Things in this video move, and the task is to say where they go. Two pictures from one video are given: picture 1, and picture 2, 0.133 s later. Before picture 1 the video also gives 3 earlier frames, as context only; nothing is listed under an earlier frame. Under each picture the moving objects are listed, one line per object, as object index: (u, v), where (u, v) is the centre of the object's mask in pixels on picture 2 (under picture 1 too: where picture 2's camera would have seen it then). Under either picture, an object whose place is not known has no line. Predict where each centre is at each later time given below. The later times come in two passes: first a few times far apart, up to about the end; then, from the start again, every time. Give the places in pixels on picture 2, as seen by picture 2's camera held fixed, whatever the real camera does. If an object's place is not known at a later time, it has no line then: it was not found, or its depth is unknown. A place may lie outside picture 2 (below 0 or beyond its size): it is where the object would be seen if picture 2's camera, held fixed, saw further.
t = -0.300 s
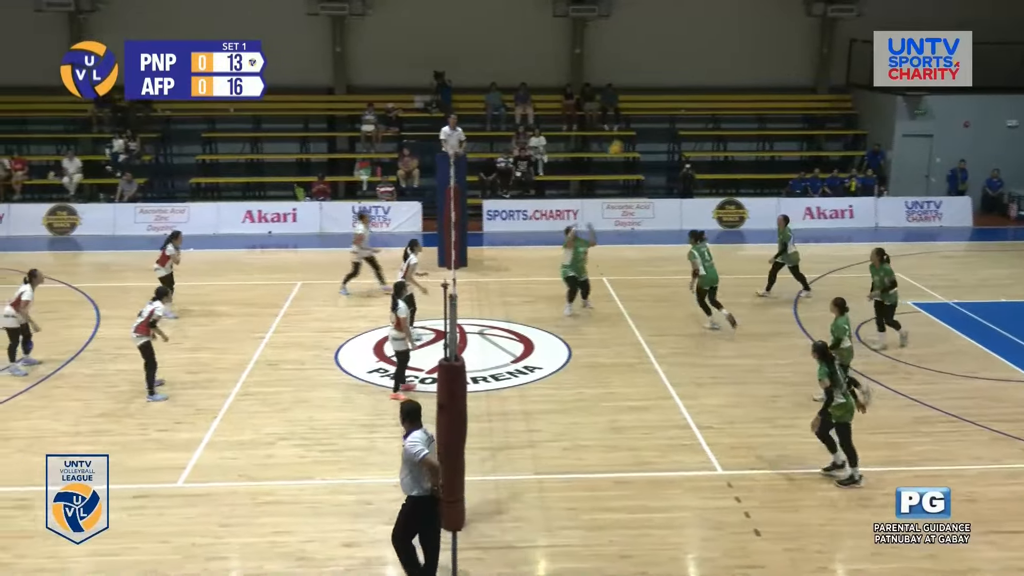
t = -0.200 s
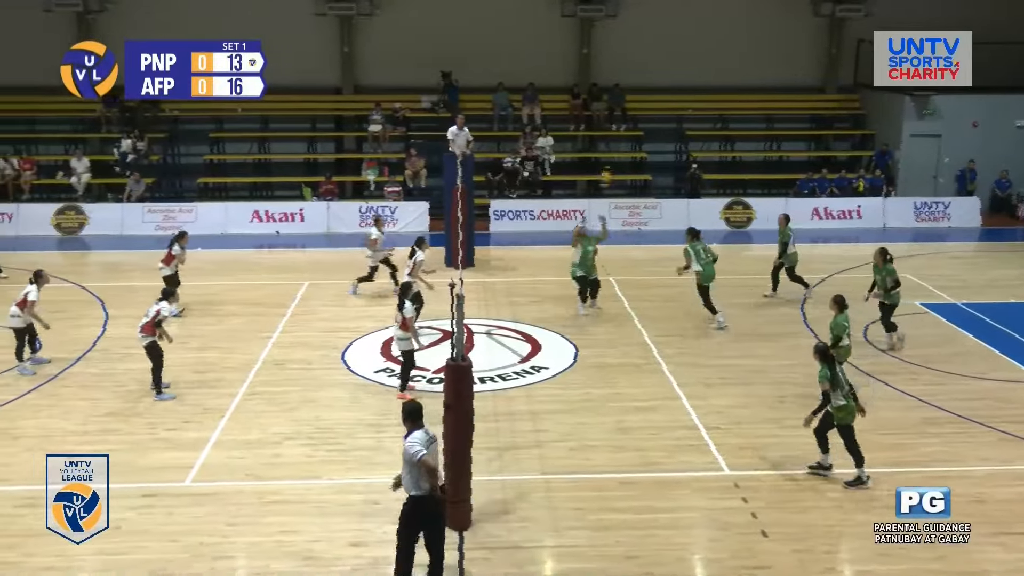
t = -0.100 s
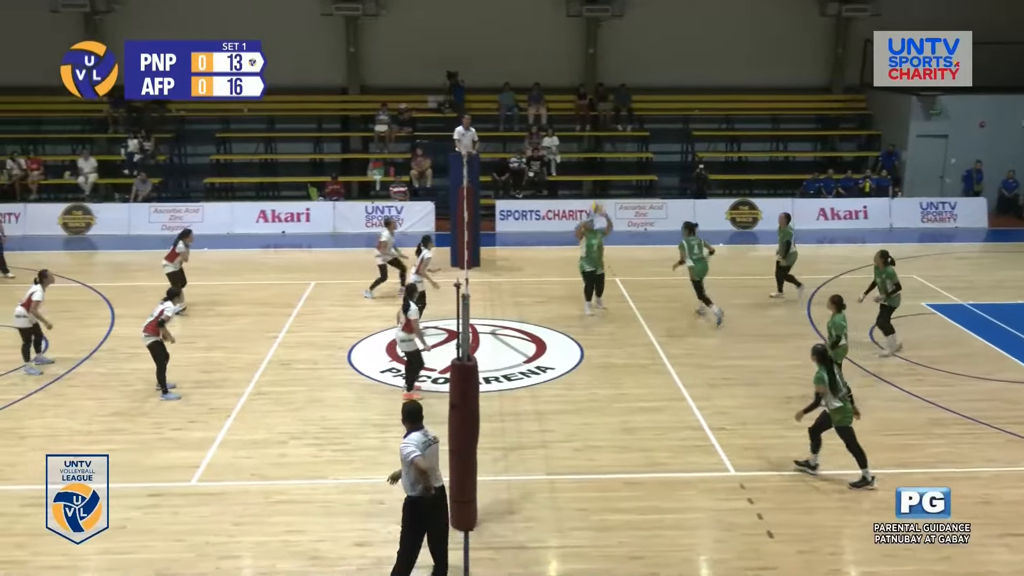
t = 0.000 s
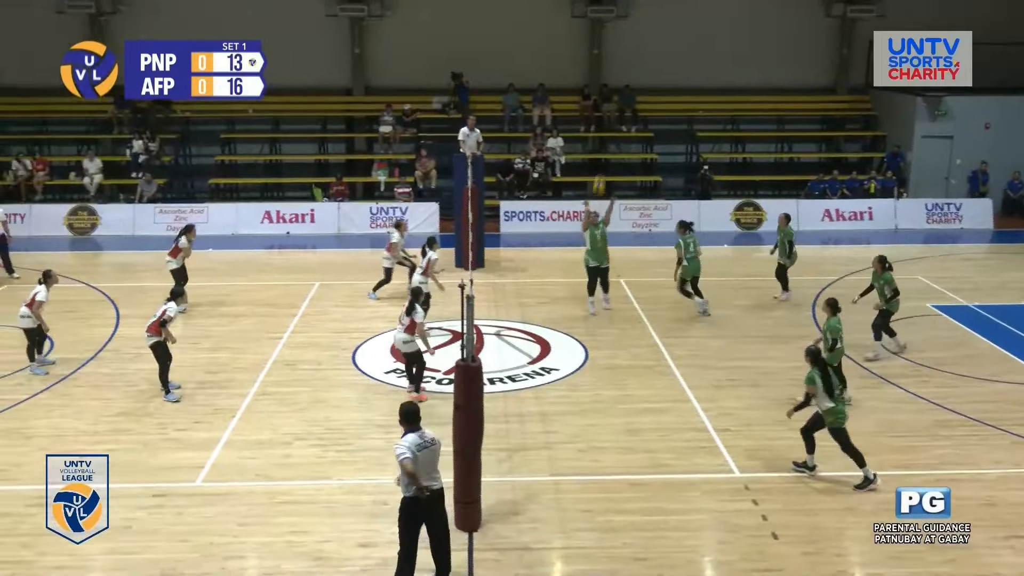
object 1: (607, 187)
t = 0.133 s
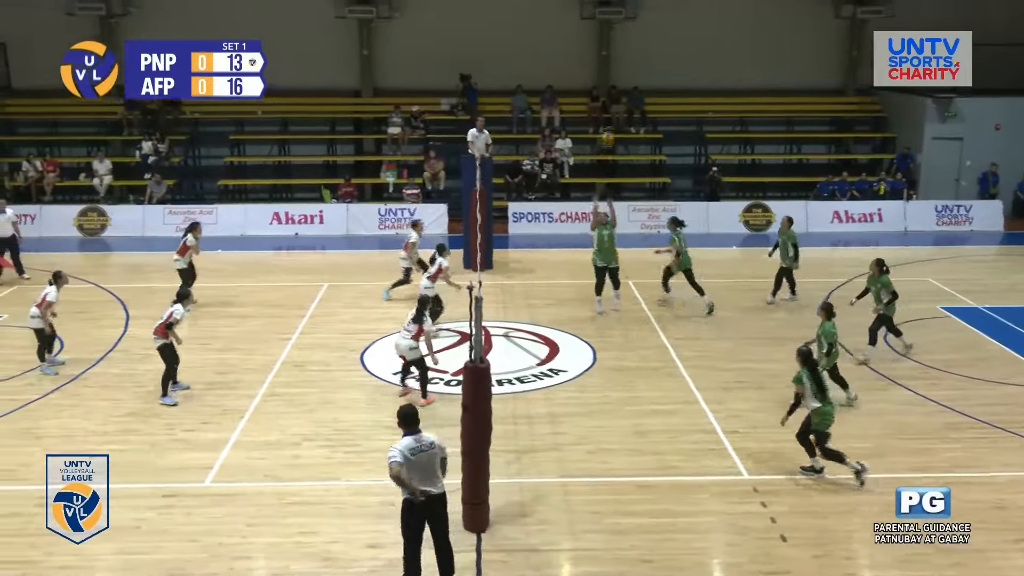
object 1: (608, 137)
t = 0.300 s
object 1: (608, 88)
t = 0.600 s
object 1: (606, 37)
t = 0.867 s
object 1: (603, 44)
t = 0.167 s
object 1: (608, 126)
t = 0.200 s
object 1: (608, 116)
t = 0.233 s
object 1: (608, 105)
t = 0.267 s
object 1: (608, 96)
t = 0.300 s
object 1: (608, 88)
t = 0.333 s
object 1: (608, 79)
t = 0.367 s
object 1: (608, 71)
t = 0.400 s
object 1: (608, 64)
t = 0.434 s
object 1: (608, 58)
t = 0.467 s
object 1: (608, 53)
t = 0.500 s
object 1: (608, 48)
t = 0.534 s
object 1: (607, 44)
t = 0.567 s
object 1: (607, 40)
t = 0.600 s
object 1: (606, 37)
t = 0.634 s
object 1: (606, 35)
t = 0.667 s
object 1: (606, 34)
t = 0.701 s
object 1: (606, 33)
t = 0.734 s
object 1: (605, 34)
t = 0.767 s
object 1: (605, 36)
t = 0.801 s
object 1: (604, 37)
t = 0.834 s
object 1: (603, 40)
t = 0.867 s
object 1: (603, 44)
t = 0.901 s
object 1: (602, 49)
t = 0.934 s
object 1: (602, 54)
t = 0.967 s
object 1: (601, 60)
